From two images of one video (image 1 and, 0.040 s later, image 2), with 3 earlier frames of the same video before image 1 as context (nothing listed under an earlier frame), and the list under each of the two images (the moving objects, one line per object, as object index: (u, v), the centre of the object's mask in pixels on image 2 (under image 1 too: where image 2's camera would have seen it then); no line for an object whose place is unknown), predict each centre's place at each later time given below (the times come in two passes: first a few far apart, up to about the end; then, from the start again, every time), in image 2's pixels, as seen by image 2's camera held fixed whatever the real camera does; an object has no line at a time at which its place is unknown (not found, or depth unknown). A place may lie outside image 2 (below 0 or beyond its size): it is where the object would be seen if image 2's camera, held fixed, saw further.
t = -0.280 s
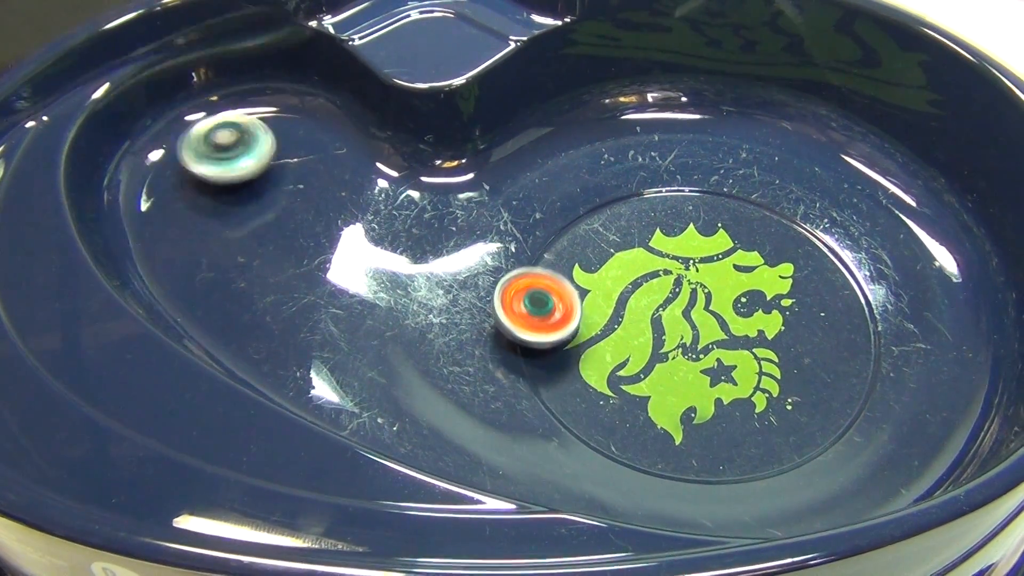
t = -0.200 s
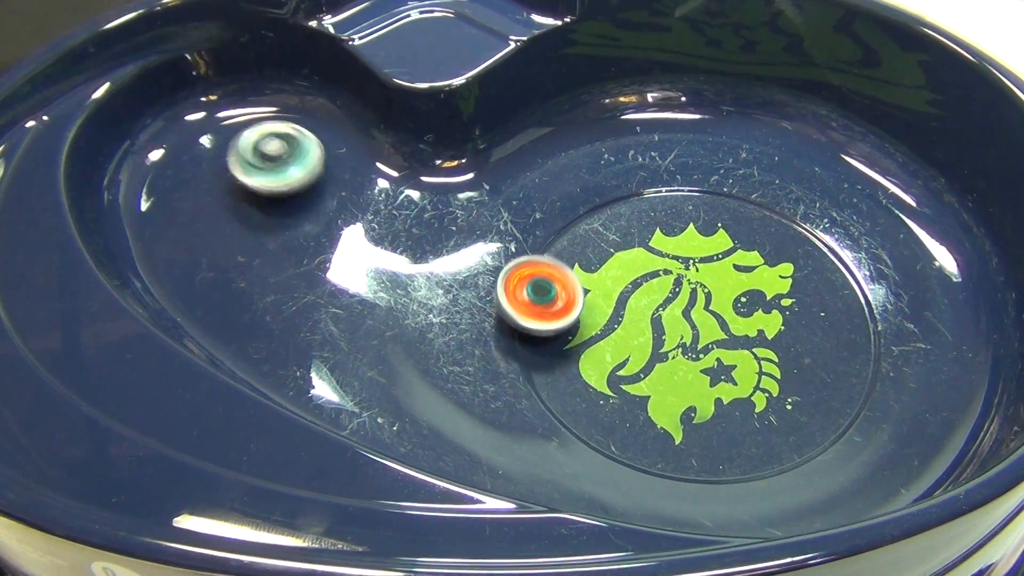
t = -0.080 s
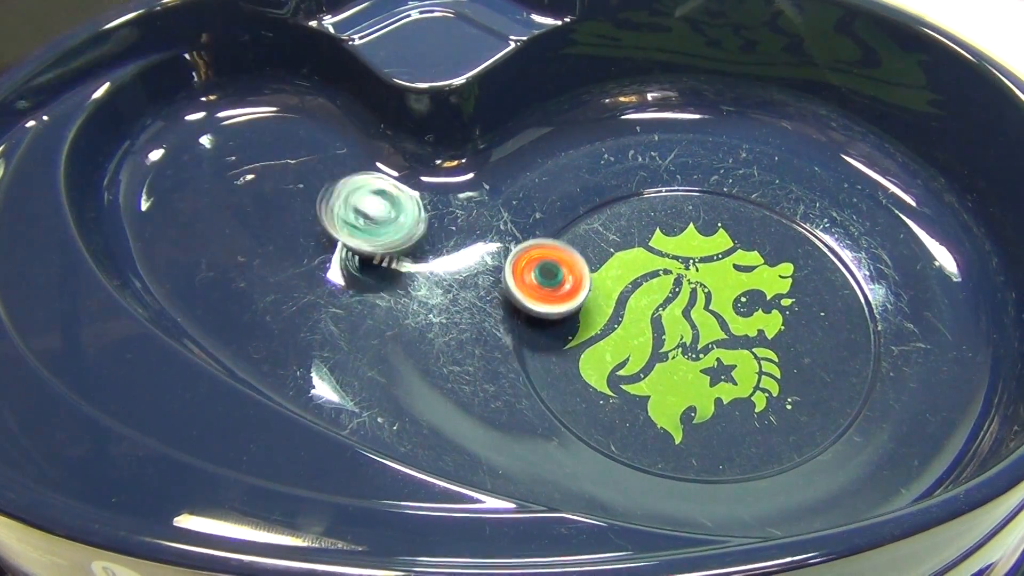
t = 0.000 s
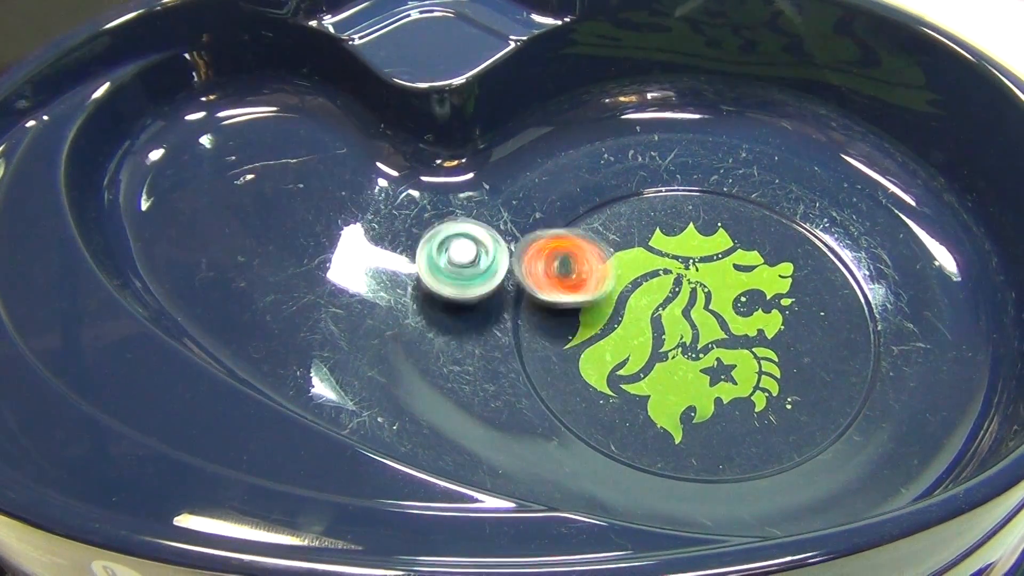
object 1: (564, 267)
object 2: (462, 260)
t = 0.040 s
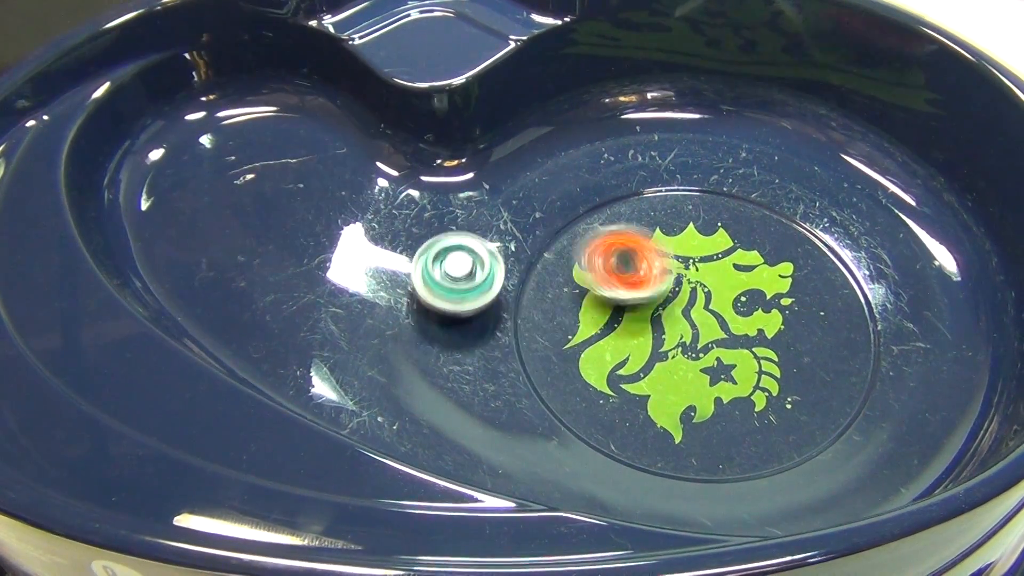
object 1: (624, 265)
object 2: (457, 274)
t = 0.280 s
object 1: (783, 195)
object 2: (416, 319)
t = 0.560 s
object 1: (729, 184)
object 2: (553, 274)
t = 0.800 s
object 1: (766, 202)
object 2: (790, 376)
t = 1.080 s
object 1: (814, 239)
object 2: (723, 427)
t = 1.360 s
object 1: (836, 290)
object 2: (588, 389)
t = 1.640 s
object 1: (834, 354)
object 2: (708, 274)
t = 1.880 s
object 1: (819, 401)
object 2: (882, 328)
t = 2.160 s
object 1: (653, 498)
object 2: (900, 306)
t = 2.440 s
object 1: (631, 486)
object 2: (776, 342)
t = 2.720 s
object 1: (562, 432)
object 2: (741, 232)
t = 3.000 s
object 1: (506, 324)
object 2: (831, 279)
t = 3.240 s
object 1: (425, 220)
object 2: (658, 354)
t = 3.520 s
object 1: (322, 117)
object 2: (539, 211)
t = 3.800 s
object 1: (221, 107)
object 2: (775, 183)
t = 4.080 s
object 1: (196, 127)
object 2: (776, 449)
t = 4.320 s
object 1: (186, 167)
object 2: (529, 300)
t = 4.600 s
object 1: (221, 220)
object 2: (707, 193)
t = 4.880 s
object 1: (277, 292)
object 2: (813, 421)
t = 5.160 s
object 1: (378, 393)
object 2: (490, 430)
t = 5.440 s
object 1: (290, 340)
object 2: (736, 320)
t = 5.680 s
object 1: (317, 340)
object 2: (894, 337)
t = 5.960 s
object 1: (451, 372)
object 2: (757, 439)
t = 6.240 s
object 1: (444, 370)
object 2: (730, 266)
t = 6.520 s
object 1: (498, 373)
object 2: (782, 248)
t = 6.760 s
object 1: (563, 369)
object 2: (706, 284)
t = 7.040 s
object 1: (655, 346)
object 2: (670, 209)
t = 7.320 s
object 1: (737, 353)
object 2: (740, 224)
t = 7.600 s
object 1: (828, 410)
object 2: (747, 217)
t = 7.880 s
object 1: (840, 385)
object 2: (647, 267)
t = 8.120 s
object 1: (799, 382)
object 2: (558, 230)
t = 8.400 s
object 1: (719, 363)
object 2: (633, 254)
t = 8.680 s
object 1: (793, 428)
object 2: (599, 207)
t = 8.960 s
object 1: (767, 380)
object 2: (650, 258)
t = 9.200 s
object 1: (767, 346)
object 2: (578, 321)
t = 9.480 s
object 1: (817, 298)
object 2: (442, 272)
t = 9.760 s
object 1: (793, 250)
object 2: (513, 265)
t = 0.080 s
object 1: (678, 260)
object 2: (456, 285)
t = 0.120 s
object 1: (722, 252)
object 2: (453, 297)
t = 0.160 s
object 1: (755, 242)
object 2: (447, 310)
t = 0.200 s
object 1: (775, 228)
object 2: (437, 318)
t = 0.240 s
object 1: (787, 211)
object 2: (426, 322)
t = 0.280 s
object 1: (783, 195)
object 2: (416, 319)
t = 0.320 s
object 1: (764, 194)
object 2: (410, 311)
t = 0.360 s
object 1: (750, 187)
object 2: (411, 296)
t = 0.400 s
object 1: (734, 186)
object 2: (423, 281)
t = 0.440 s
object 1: (724, 186)
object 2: (449, 269)
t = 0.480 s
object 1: (721, 185)
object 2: (479, 263)
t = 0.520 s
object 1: (724, 184)
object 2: (516, 266)
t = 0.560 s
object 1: (729, 184)
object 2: (553, 274)
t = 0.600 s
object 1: (734, 185)
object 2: (595, 284)
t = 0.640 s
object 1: (737, 188)
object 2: (641, 298)
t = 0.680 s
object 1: (742, 191)
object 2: (682, 314)
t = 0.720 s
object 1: (750, 195)
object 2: (721, 332)
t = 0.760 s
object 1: (758, 198)
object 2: (760, 354)
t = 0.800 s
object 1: (766, 202)
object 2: (790, 376)
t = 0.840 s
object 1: (774, 206)
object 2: (815, 401)
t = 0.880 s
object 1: (781, 211)
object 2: (830, 423)
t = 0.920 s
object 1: (788, 216)
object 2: (821, 426)
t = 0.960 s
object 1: (795, 222)
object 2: (801, 435)
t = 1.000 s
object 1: (801, 227)
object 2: (775, 432)
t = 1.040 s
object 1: (807, 233)
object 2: (750, 430)
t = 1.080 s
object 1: (814, 239)
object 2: (723, 427)
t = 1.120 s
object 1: (819, 245)
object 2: (700, 427)
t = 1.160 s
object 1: (823, 252)
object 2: (677, 429)
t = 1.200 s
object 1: (827, 259)
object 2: (654, 431)
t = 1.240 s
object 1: (830, 267)
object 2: (631, 428)
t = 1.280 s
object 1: (832, 274)
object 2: (611, 420)
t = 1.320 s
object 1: (834, 282)
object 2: (597, 406)
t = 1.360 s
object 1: (836, 290)
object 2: (588, 389)
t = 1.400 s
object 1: (837, 299)
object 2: (587, 369)
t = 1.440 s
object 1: (837, 308)
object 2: (593, 347)
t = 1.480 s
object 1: (837, 317)
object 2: (605, 327)
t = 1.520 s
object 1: (836, 327)
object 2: (624, 308)
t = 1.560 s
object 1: (835, 336)
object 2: (650, 293)
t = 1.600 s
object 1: (835, 345)
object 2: (677, 281)
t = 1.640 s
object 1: (834, 354)
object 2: (708, 274)
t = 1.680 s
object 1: (834, 362)
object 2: (742, 271)
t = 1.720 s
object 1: (832, 370)
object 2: (775, 272)
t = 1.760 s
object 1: (830, 378)
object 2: (806, 279)
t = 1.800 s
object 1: (827, 386)
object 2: (841, 291)
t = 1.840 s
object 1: (823, 394)
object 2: (868, 309)
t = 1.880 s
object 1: (819, 401)
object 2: (882, 328)
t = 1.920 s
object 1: (794, 422)
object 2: (890, 337)
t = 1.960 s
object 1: (746, 449)
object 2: (908, 318)
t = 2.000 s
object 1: (703, 461)
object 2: (918, 306)
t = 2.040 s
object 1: (677, 470)
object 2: (920, 299)
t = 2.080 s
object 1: (666, 480)
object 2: (917, 297)
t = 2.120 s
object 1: (659, 490)
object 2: (910, 299)
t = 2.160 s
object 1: (653, 498)
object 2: (900, 306)
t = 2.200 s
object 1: (655, 499)
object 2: (887, 316)
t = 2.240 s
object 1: (659, 498)
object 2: (869, 332)
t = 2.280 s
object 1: (660, 495)
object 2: (850, 345)
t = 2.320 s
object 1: (657, 493)
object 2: (832, 353)
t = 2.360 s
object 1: (651, 491)
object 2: (815, 356)
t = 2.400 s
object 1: (642, 489)
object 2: (795, 352)
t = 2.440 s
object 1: (631, 486)
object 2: (776, 342)
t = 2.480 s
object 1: (620, 482)
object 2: (758, 329)
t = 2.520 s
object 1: (607, 477)
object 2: (744, 313)
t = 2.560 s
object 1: (594, 470)
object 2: (734, 296)
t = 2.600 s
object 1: (582, 462)
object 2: (731, 277)
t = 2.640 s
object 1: (573, 453)
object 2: (729, 260)
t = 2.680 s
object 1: (566, 443)
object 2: (732, 245)
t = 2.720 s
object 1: (562, 432)
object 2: (741, 232)
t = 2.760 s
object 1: (558, 419)
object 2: (752, 223)
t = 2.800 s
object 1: (552, 405)
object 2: (766, 217)
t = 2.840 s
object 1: (544, 390)
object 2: (784, 217)
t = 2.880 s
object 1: (535, 375)
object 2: (803, 223)
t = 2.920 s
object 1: (525, 359)
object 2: (820, 236)
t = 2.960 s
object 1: (516, 342)
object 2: (830, 256)
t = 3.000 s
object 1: (506, 324)
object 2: (831, 279)
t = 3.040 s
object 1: (496, 304)
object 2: (820, 304)
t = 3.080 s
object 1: (485, 285)
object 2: (801, 326)
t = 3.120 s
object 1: (473, 265)
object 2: (772, 343)
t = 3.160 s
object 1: (460, 247)
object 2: (737, 354)
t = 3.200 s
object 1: (445, 231)
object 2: (699, 357)
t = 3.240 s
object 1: (425, 220)
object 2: (658, 354)
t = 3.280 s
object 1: (404, 210)
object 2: (619, 344)
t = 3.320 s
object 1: (386, 197)
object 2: (586, 329)
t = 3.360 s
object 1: (370, 184)
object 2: (557, 308)
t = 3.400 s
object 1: (357, 167)
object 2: (534, 284)
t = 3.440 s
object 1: (348, 147)
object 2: (527, 255)
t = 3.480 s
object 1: (336, 131)
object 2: (531, 234)
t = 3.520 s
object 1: (322, 117)
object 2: (539, 211)
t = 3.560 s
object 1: (304, 107)
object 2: (556, 190)
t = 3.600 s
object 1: (283, 102)
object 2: (580, 173)
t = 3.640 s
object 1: (264, 100)
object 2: (611, 159)
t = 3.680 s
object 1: (248, 101)
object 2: (648, 151)
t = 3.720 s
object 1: (236, 103)
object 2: (689, 151)
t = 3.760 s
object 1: (228, 104)
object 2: (733, 161)
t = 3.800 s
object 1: (221, 107)
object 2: (775, 183)
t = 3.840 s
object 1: (216, 109)
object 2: (812, 216)
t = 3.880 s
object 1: (212, 111)
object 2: (839, 257)
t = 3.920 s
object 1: (208, 113)
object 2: (855, 302)
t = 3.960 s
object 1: (205, 116)
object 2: (857, 346)
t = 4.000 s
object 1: (201, 119)
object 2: (845, 389)
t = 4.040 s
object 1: (199, 123)
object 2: (821, 427)
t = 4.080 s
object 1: (196, 127)
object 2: (776, 449)
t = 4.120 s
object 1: (193, 132)
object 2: (717, 455)
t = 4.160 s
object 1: (190, 138)
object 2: (655, 446)
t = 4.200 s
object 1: (188, 144)
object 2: (601, 423)
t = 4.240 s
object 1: (186, 151)
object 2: (561, 386)
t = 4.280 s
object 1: (186, 158)
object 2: (536, 345)
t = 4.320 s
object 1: (186, 167)
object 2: (529, 300)
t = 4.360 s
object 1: (188, 174)
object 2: (536, 260)
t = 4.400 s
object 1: (191, 181)
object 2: (560, 229)
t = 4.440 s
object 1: (195, 188)
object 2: (586, 207)
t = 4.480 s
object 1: (201, 196)
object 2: (614, 191)
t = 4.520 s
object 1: (207, 204)
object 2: (644, 183)
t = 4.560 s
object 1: (213, 212)
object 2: (675, 184)
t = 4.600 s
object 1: (221, 220)
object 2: (707, 193)
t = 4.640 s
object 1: (228, 229)
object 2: (740, 212)
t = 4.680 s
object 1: (236, 238)
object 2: (769, 236)
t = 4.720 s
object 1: (244, 248)
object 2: (795, 268)
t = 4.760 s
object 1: (252, 258)
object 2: (814, 304)
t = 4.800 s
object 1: (260, 269)
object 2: (826, 343)
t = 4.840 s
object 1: (268, 280)
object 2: (824, 382)
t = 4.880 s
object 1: (277, 292)
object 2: (813, 421)
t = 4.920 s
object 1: (286, 303)
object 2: (785, 449)
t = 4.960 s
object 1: (297, 316)
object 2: (744, 467)
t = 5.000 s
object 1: (309, 330)
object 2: (694, 478)
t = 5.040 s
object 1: (324, 345)
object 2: (639, 476)
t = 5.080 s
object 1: (340, 361)
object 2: (584, 468)
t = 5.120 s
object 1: (358, 378)
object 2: (533, 453)
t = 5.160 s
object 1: (378, 393)
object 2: (490, 430)
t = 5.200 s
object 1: (334, 385)
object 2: (520, 416)
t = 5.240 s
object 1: (306, 364)
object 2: (557, 397)
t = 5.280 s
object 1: (292, 348)
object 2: (590, 380)
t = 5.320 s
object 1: (289, 339)
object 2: (625, 361)
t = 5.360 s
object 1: (289, 338)
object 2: (662, 345)
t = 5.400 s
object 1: (290, 340)
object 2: (699, 331)
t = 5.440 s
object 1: (290, 340)
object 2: (736, 320)
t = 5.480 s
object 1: (292, 341)
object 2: (773, 314)
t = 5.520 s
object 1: (295, 341)
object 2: (810, 310)
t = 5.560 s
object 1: (299, 340)
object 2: (845, 311)
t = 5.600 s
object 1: (303, 340)
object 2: (877, 317)
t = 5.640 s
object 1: (310, 338)
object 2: (889, 324)
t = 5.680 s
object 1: (317, 340)
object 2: (894, 337)
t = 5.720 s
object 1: (327, 340)
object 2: (896, 351)
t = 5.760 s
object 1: (340, 344)
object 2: (893, 368)
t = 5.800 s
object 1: (357, 348)
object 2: (887, 387)
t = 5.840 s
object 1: (375, 353)
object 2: (873, 408)
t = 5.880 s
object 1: (397, 358)
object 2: (845, 428)
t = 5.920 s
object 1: (423, 365)
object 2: (803, 438)
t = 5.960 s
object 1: (451, 372)
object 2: (757, 439)
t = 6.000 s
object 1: (477, 373)
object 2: (714, 428)
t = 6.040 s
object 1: (498, 372)
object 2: (678, 409)
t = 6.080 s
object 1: (518, 370)
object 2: (649, 385)
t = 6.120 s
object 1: (532, 368)
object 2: (631, 356)
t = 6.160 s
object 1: (494, 362)
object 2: (665, 319)
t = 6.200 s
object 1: (456, 371)
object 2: (699, 294)
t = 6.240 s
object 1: (444, 370)
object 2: (730, 266)
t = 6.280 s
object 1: (446, 370)
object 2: (754, 243)
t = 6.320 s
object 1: (455, 372)
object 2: (775, 222)
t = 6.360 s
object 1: (465, 375)
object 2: (794, 207)
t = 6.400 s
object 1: (473, 376)
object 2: (802, 201)
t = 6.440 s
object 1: (481, 376)
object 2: (802, 214)
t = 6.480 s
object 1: (489, 375)
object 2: (793, 231)
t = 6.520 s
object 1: (498, 373)
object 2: (782, 248)
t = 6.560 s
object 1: (506, 372)
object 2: (772, 262)
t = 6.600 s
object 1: (515, 369)
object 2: (760, 274)
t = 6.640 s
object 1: (524, 367)
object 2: (748, 282)
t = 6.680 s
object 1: (533, 365)
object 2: (735, 286)
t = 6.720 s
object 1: (547, 369)
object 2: (720, 287)
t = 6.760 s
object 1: (563, 369)
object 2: (706, 284)
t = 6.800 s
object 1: (575, 367)
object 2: (692, 277)
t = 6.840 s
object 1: (589, 365)
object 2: (680, 267)
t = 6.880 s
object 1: (601, 362)
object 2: (670, 256)
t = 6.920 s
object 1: (615, 359)
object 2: (664, 243)
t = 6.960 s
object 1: (627, 355)
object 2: (661, 231)
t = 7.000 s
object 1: (641, 351)
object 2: (663, 219)
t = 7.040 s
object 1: (655, 346)
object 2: (670, 209)
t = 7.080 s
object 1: (668, 342)
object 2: (682, 202)
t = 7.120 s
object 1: (681, 337)
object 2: (696, 200)
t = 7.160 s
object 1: (692, 332)
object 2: (711, 203)
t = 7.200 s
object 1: (704, 327)
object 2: (723, 212)
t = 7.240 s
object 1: (716, 321)
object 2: (733, 223)
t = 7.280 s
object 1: (726, 316)
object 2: (739, 237)
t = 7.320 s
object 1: (737, 353)
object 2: (740, 224)
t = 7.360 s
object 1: (747, 391)
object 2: (741, 203)
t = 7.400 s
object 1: (759, 423)
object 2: (744, 189)
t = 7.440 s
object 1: (772, 442)
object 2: (747, 186)
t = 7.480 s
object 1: (790, 445)
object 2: (748, 194)
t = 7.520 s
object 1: (806, 433)
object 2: (749, 202)
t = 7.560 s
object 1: (818, 419)
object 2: (749, 210)
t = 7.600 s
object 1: (828, 410)
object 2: (747, 217)
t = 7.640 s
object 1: (838, 405)
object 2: (742, 226)
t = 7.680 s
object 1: (844, 402)
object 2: (733, 235)
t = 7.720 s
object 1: (845, 394)
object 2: (720, 245)
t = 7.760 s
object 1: (845, 389)
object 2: (705, 252)
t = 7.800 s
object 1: (845, 386)
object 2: (687, 259)
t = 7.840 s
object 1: (842, 385)
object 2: (667, 265)
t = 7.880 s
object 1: (840, 385)
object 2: (647, 267)
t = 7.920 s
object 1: (836, 385)
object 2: (626, 267)
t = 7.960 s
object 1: (831, 385)
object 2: (606, 264)
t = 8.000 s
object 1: (826, 385)
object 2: (588, 259)
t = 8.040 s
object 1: (818, 384)
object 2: (573, 250)
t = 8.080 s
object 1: (810, 384)
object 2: (563, 241)
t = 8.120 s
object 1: (799, 382)
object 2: (558, 230)
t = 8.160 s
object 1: (789, 381)
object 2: (562, 224)
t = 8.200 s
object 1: (778, 378)
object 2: (574, 222)
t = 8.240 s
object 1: (766, 376)
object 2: (586, 223)
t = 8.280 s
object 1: (755, 373)
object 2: (598, 225)
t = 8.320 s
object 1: (744, 370)
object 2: (610, 231)
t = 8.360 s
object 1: (732, 367)
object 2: (622, 241)
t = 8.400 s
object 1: (719, 363)
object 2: (633, 254)
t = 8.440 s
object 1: (707, 358)
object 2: (643, 269)
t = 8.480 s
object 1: (699, 359)
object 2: (647, 283)
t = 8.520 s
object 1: (733, 414)
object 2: (619, 253)
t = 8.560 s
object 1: (758, 450)
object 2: (598, 225)
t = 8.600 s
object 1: (773, 447)
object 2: (584, 205)
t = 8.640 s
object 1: (784, 440)
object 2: (591, 196)
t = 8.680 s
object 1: (793, 428)
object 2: (599, 207)
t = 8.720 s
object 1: (797, 418)
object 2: (609, 209)
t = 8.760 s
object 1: (796, 411)
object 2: (618, 217)
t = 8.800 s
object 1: (793, 406)
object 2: (627, 220)
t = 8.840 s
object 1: (788, 400)
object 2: (636, 227)
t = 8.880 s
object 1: (782, 393)
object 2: (642, 236)
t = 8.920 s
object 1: (775, 386)
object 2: (646, 246)
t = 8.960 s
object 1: (767, 380)
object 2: (650, 258)
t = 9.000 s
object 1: (759, 373)
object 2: (652, 270)
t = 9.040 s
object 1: (752, 367)
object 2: (652, 283)
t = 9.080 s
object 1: (744, 359)
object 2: (648, 296)
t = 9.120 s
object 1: (735, 351)
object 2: (641, 311)
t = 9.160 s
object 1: (729, 344)
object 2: (630, 322)
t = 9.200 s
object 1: (767, 346)
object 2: (578, 321)
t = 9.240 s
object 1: (795, 345)
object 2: (534, 314)
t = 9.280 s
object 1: (811, 341)
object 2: (511, 300)
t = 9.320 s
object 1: (816, 334)
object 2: (498, 297)
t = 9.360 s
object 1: (818, 325)
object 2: (482, 288)
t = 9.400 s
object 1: (818, 316)
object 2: (467, 283)
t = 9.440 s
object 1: (818, 307)
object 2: (452, 278)
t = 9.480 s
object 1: (817, 298)
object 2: (442, 272)
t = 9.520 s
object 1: (815, 289)
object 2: (436, 265)
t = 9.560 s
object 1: (812, 282)
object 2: (439, 257)
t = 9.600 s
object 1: (809, 275)
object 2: (448, 250)
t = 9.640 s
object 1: (806, 268)
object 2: (464, 247)
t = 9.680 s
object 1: (802, 261)
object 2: (482, 250)
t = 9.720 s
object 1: (798, 255)
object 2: (499, 257)
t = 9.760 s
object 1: (793, 250)
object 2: (513, 265)
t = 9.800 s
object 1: (787, 245)
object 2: (527, 272)
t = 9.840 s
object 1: (781, 241)
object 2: (542, 281)
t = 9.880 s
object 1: (775, 238)
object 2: (557, 290)
